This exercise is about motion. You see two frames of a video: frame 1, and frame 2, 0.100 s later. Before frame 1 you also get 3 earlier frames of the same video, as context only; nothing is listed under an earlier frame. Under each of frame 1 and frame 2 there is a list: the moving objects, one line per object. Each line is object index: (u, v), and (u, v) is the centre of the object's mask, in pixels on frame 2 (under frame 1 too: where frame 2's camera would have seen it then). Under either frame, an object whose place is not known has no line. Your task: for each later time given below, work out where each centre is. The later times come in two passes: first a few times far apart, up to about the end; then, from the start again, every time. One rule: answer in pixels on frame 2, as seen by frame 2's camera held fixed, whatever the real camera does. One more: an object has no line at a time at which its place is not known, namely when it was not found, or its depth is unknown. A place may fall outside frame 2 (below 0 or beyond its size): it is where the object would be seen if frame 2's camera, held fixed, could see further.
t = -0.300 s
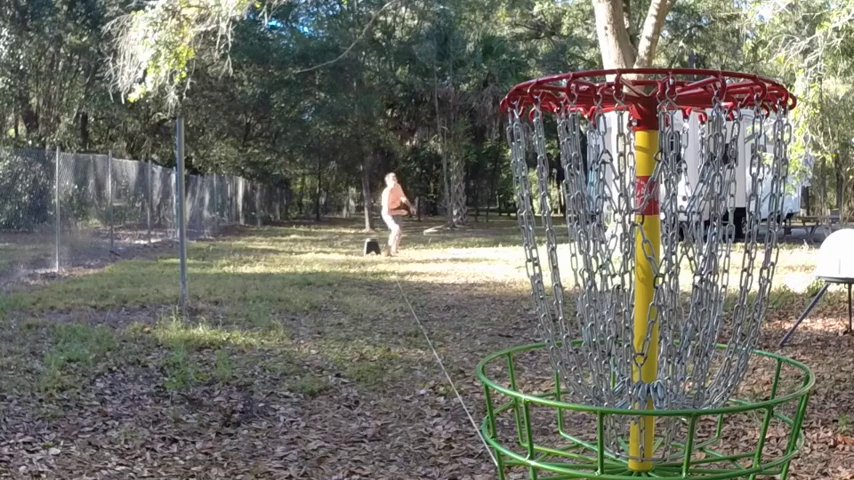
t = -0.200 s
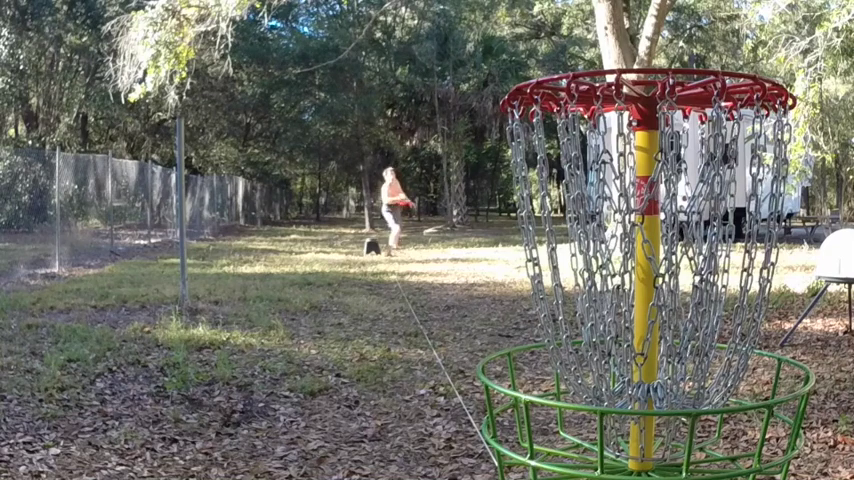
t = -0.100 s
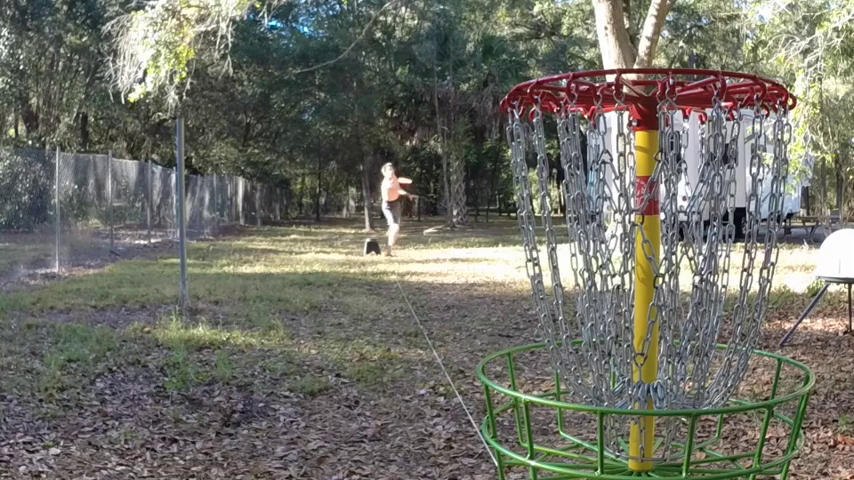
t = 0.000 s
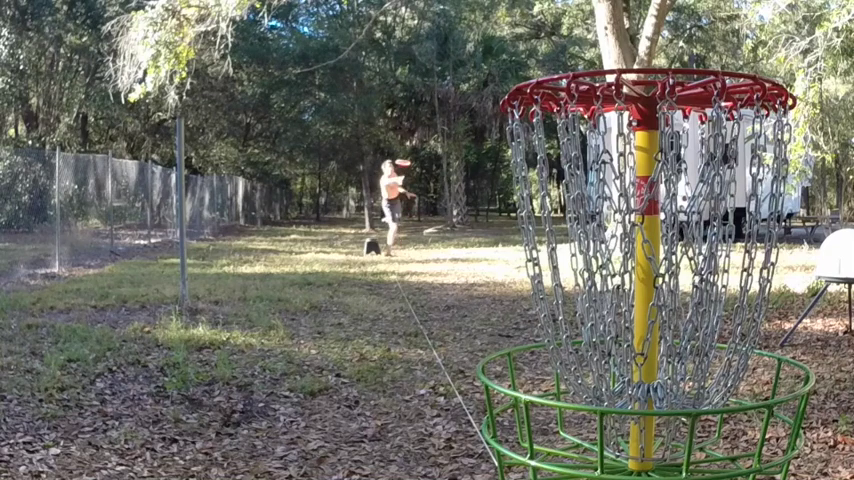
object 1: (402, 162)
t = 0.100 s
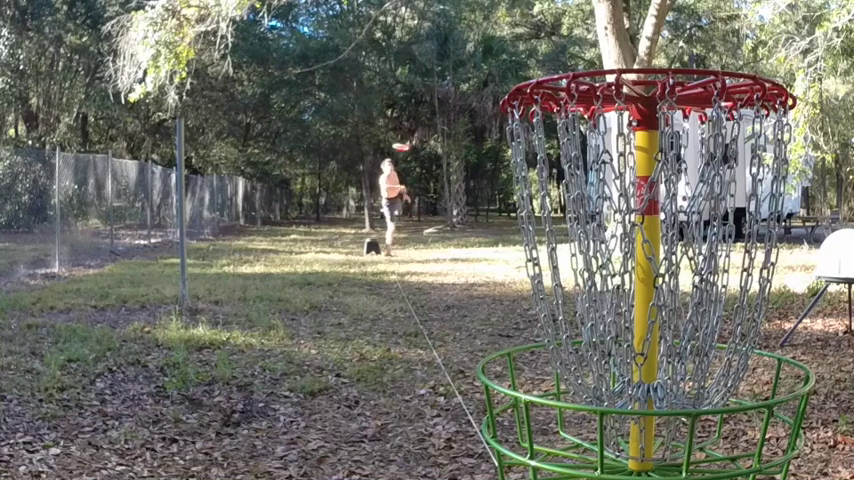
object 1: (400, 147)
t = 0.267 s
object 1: (397, 127)
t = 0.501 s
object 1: (393, 105)
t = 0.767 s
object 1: (397, 85)
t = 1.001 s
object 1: (434, 74)
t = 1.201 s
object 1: (547, 72)
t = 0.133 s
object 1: (400, 143)
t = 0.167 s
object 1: (399, 139)
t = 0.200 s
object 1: (398, 134)
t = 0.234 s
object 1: (397, 130)
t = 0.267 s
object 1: (397, 127)
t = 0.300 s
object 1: (396, 123)
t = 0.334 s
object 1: (395, 120)
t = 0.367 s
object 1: (395, 116)
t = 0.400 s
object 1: (394, 114)
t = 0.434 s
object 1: (394, 111)
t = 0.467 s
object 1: (393, 108)
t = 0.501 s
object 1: (393, 105)
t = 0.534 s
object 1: (393, 102)
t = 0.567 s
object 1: (392, 100)
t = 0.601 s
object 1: (393, 97)
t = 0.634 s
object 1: (393, 95)
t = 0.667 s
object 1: (393, 92)
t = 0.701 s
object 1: (394, 89)
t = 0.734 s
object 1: (396, 87)
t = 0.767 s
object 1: (397, 85)
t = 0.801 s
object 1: (399, 83)
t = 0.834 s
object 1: (402, 81)
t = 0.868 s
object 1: (406, 79)
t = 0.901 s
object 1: (411, 77)
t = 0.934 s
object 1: (417, 75)
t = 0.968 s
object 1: (424, 74)
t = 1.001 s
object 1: (434, 74)
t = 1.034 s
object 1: (446, 74)
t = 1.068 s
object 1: (461, 75)
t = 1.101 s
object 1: (478, 76)
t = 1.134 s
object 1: (495, 76)
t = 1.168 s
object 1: (516, 75)
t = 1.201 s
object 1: (547, 72)
